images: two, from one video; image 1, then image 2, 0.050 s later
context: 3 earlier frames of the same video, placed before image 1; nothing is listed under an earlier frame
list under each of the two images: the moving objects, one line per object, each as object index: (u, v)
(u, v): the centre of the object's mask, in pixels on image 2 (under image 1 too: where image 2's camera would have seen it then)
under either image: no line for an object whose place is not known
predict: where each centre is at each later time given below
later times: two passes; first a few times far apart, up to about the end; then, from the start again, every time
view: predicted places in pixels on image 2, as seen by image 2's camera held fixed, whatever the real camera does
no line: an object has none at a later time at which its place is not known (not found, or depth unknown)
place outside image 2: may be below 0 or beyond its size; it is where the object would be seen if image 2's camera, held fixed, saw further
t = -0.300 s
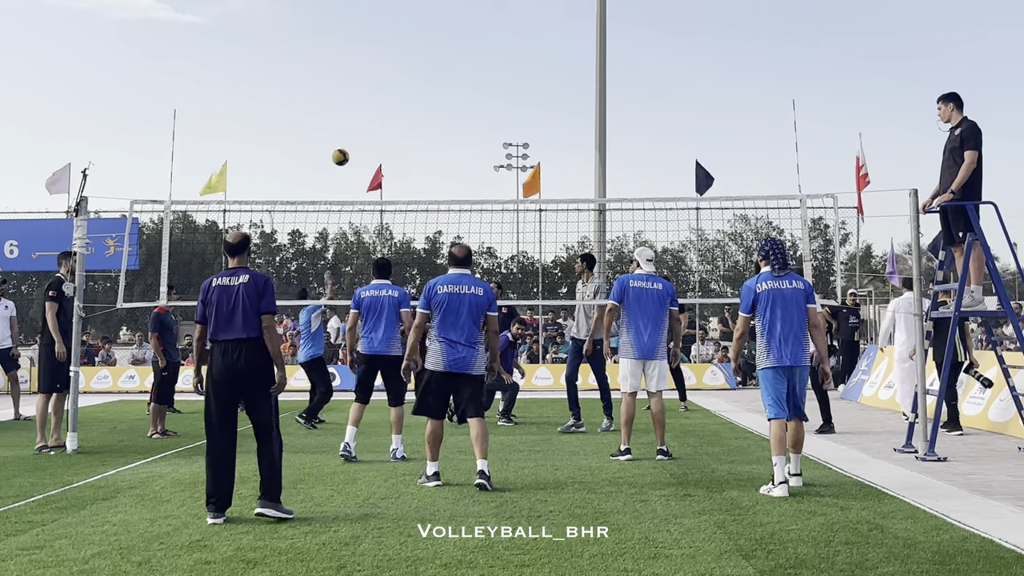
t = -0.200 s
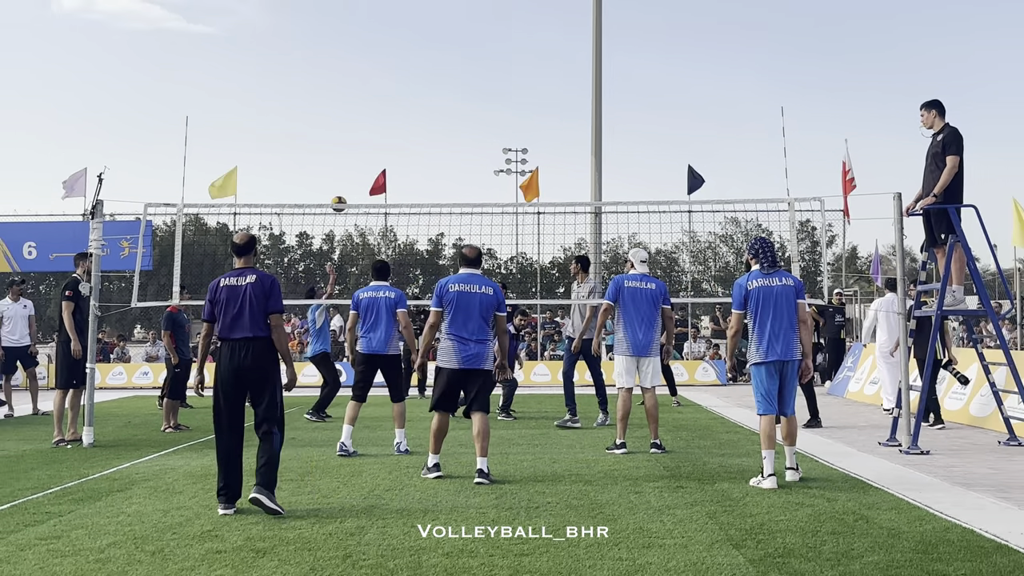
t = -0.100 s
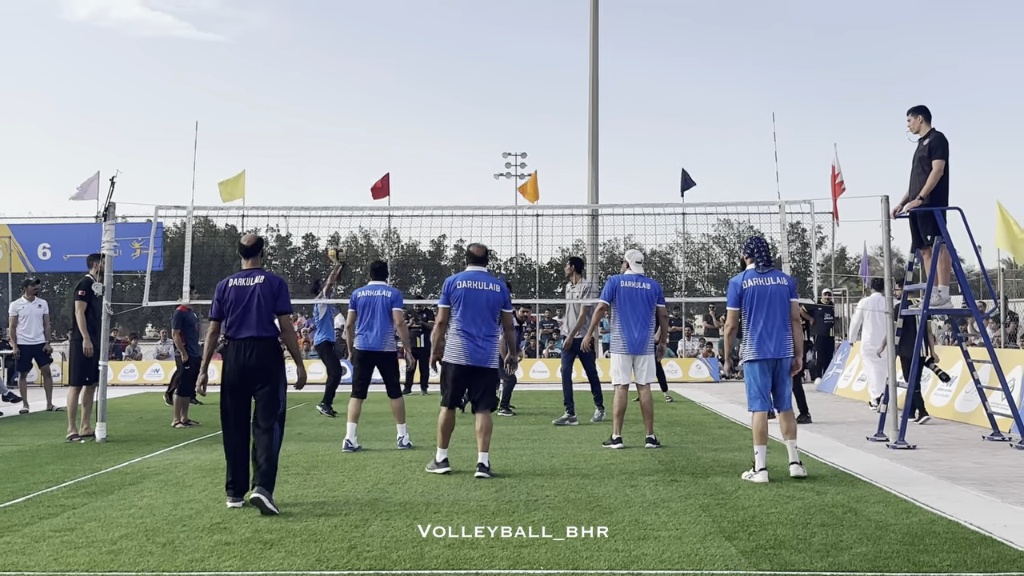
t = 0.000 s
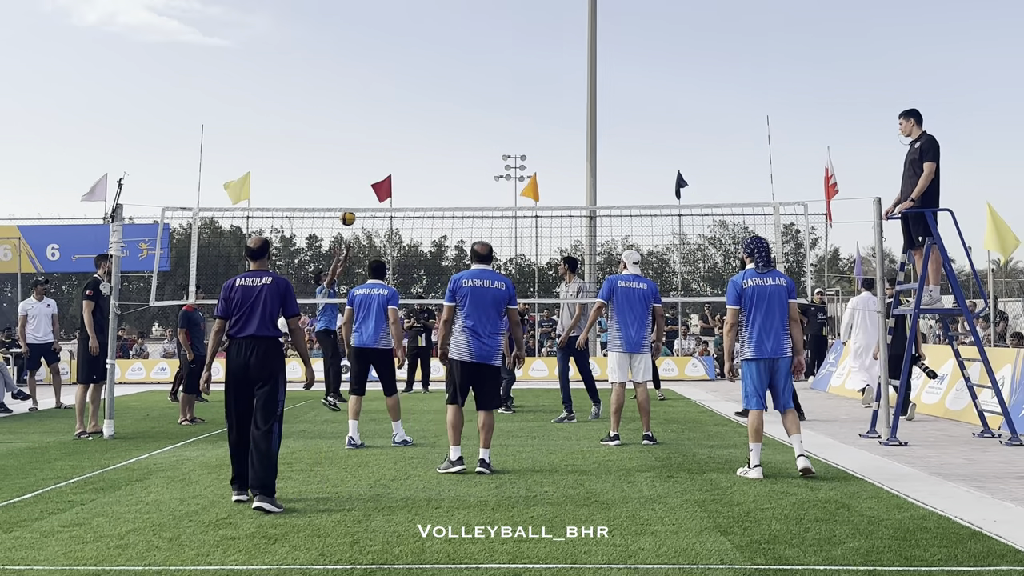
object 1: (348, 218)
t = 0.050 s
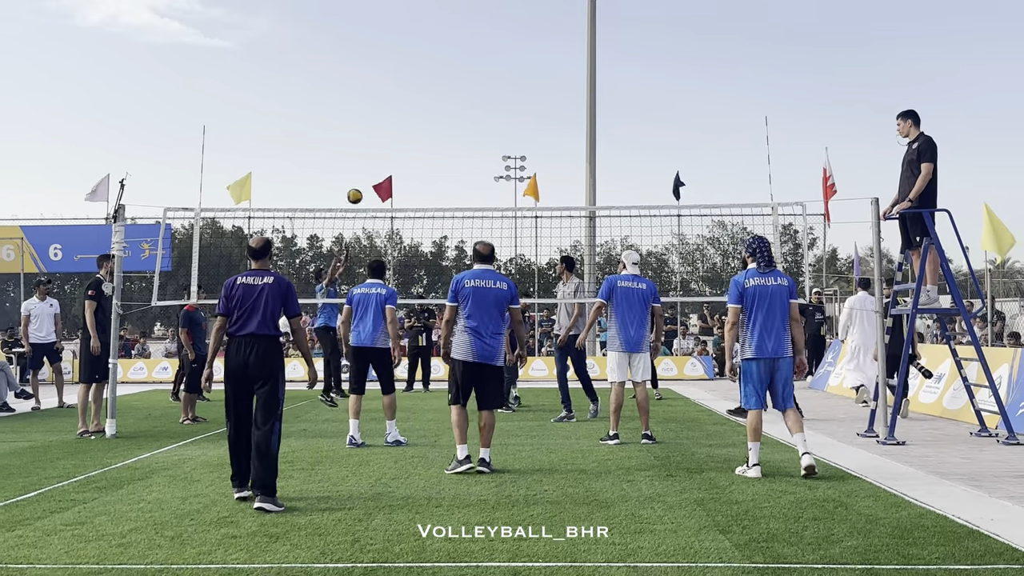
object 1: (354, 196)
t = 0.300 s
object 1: (386, 112)
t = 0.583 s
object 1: (422, 72)
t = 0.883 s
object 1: (461, 95)
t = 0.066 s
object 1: (357, 189)
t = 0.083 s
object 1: (359, 182)
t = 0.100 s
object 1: (361, 176)
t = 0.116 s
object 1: (363, 170)
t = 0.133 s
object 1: (365, 164)
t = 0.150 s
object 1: (367, 157)
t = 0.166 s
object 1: (369, 152)
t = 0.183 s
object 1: (372, 146)
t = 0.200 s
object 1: (374, 141)
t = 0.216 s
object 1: (376, 136)
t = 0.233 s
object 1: (378, 131)
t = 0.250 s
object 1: (380, 126)
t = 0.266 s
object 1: (382, 121)
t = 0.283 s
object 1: (384, 117)
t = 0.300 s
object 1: (386, 112)
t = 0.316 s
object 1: (388, 109)
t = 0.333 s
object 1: (390, 105)
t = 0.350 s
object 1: (392, 101)
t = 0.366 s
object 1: (394, 97)
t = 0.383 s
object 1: (396, 94)
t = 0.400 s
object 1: (398, 91)
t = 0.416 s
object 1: (400, 88)
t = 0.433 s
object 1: (402, 86)
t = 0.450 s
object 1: (405, 83)
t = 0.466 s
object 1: (407, 81)
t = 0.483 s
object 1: (409, 79)
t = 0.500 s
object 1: (411, 77)
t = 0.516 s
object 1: (413, 76)
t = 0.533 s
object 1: (415, 74)
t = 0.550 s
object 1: (417, 73)
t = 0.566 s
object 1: (419, 72)
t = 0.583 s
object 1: (422, 72)
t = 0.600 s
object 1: (424, 71)
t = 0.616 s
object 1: (426, 71)
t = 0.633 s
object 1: (428, 71)
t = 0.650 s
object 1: (430, 71)
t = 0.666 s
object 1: (432, 71)
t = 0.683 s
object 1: (435, 71)
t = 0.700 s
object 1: (437, 72)
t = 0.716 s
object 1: (439, 73)
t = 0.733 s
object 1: (441, 74)
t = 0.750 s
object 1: (443, 76)
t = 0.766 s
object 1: (446, 78)
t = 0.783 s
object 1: (448, 79)
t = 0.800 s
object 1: (450, 81)
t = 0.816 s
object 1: (452, 83)
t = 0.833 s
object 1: (455, 86)
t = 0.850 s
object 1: (457, 89)
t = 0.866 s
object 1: (459, 92)
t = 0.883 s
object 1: (461, 95)
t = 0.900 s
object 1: (463, 98)
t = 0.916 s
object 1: (465, 102)
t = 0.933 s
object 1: (468, 106)
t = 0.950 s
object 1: (470, 110)
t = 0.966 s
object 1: (472, 115)
